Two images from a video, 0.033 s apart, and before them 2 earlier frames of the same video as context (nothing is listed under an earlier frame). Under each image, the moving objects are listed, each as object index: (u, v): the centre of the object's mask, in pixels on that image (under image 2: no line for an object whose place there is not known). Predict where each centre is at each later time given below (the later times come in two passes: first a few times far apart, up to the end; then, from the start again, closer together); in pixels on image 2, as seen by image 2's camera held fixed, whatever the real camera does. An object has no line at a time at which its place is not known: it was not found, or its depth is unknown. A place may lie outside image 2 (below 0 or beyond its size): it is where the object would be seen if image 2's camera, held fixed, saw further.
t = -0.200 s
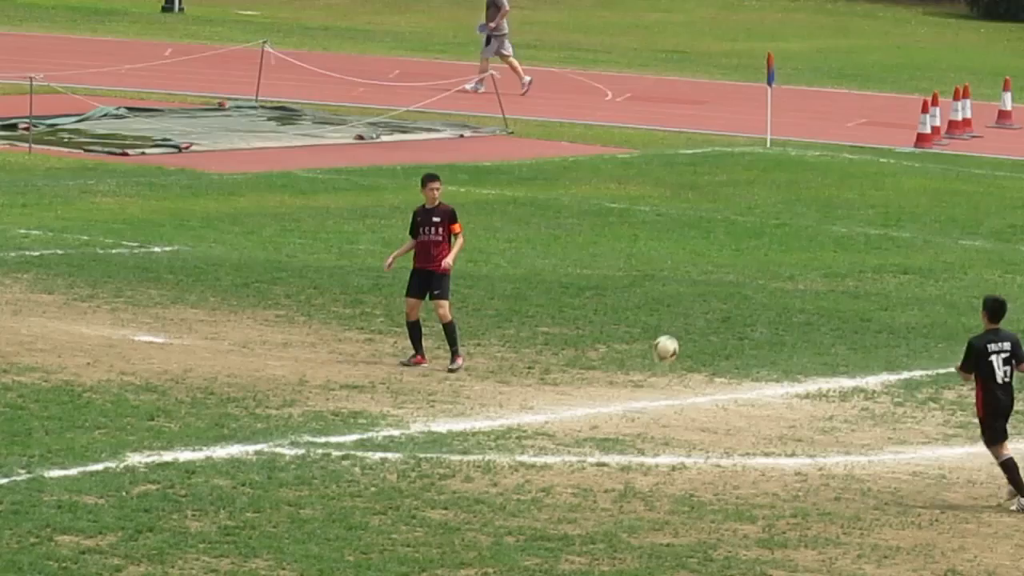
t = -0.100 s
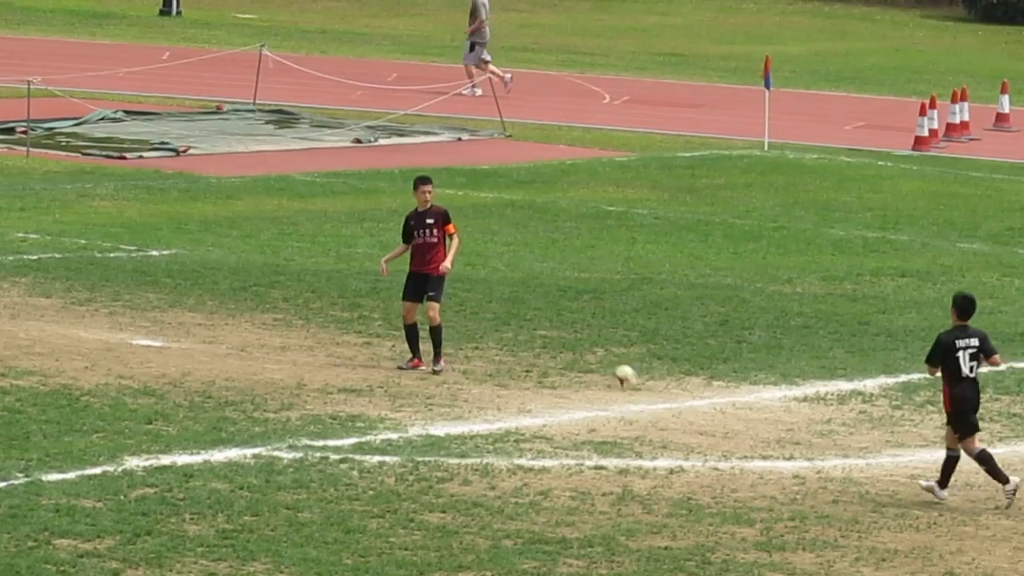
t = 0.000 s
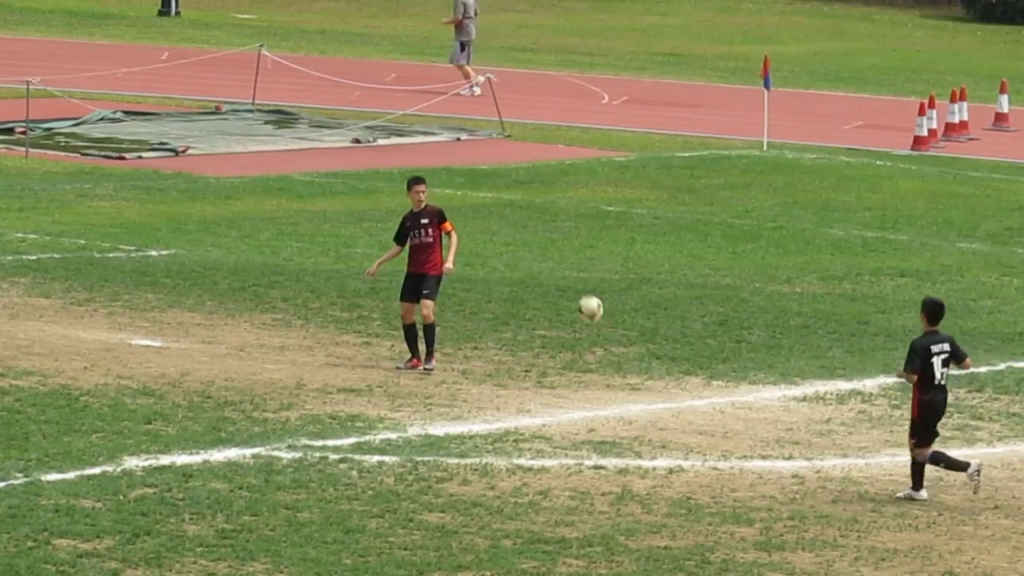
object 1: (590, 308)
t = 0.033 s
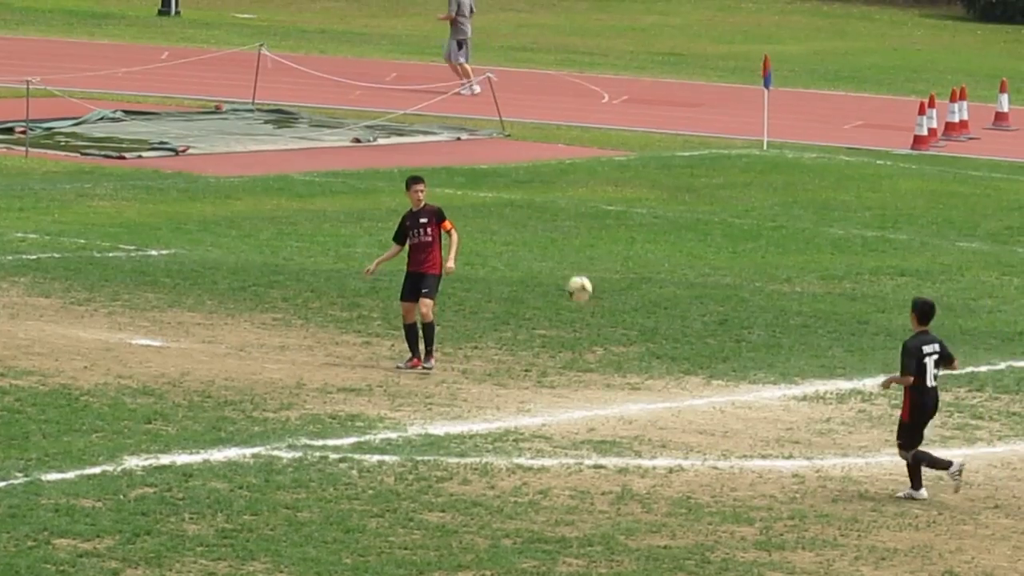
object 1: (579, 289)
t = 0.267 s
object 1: (500, 182)
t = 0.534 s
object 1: (406, 139)
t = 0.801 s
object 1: (310, 173)
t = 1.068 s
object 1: (215, 287)
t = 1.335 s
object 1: (133, 250)
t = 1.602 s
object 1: (51, 169)
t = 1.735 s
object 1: (11, 159)
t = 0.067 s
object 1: (568, 268)
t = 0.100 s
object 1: (559, 250)
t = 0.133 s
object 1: (546, 235)
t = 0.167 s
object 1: (535, 220)
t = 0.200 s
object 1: (524, 206)
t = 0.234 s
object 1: (511, 194)
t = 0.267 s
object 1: (500, 182)
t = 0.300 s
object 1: (489, 173)
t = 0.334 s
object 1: (477, 163)
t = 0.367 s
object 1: (466, 157)
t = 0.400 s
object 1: (453, 150)
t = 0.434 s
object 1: (442, 146)
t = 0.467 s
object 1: (431, 142)
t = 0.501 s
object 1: (419, 140)
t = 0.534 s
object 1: (406, 139)
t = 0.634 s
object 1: (371, 143)
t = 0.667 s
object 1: (359, 146)
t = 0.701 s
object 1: (348, 152)
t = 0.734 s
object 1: (335, 158)
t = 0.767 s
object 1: (323, 165)
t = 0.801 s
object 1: (310, 173)
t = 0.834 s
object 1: (299, 182)
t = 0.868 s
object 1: (287, 195)
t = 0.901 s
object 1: (276, 206)
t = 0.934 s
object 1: (263, 221)
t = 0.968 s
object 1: (251, 235)
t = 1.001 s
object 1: (238, 250)
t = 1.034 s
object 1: (227, 267)
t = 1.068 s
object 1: (215, 287)
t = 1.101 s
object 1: (203, 304)
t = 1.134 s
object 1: (191, 327)
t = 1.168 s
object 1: (180, 340)
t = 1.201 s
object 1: (169, 318)
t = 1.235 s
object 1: (160, 299)
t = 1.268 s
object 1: (150, 282)
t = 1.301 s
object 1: (140, 264)
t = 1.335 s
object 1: (133, 250)
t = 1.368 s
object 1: (122, 236)
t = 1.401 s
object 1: (111, 222)
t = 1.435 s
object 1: (101, 210)
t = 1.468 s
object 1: (91, 200)
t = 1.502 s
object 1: (82, 189)
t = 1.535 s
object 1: (72, 183)
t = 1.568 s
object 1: (61, 175)
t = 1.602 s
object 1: (51, 169)
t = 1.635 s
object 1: (40, 165)
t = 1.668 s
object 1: (30, 163)
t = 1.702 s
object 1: (21, 159)
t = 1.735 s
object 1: (11, 159)
